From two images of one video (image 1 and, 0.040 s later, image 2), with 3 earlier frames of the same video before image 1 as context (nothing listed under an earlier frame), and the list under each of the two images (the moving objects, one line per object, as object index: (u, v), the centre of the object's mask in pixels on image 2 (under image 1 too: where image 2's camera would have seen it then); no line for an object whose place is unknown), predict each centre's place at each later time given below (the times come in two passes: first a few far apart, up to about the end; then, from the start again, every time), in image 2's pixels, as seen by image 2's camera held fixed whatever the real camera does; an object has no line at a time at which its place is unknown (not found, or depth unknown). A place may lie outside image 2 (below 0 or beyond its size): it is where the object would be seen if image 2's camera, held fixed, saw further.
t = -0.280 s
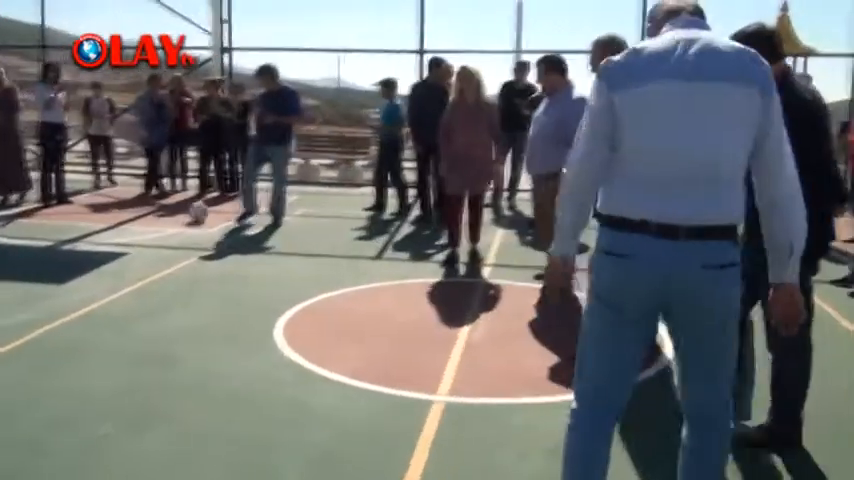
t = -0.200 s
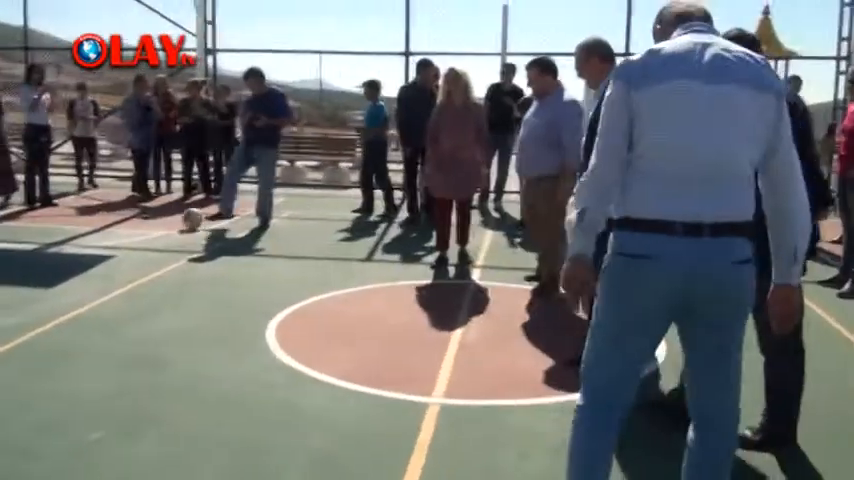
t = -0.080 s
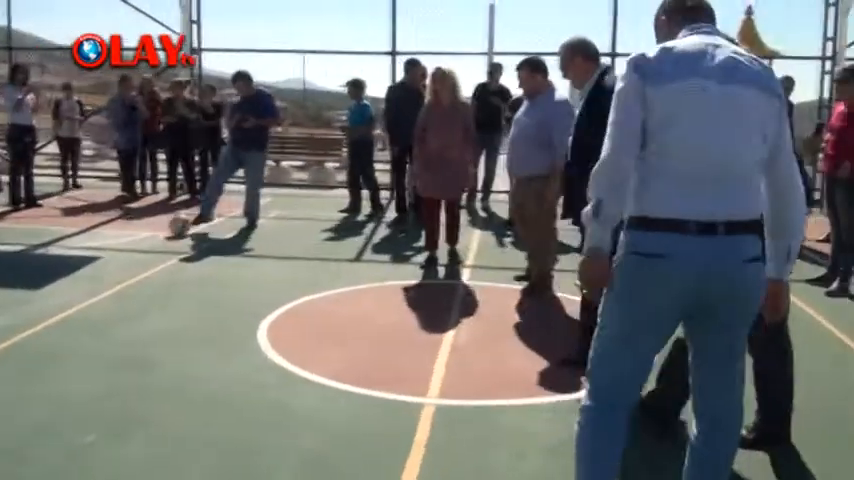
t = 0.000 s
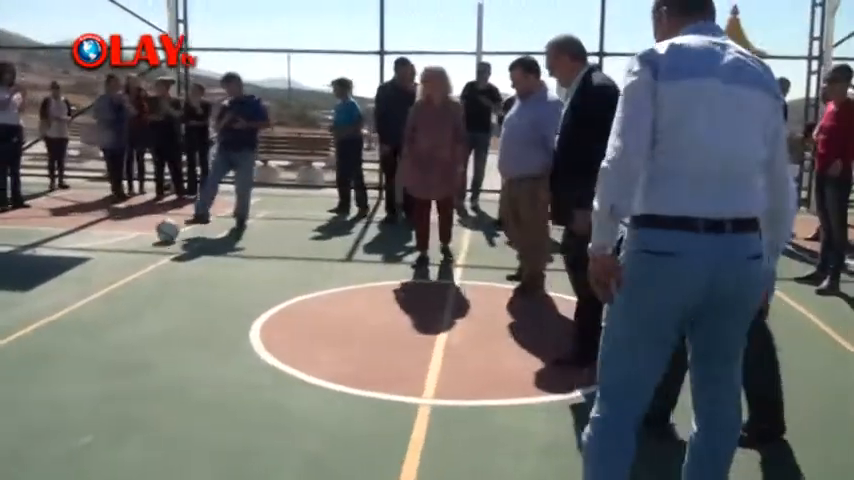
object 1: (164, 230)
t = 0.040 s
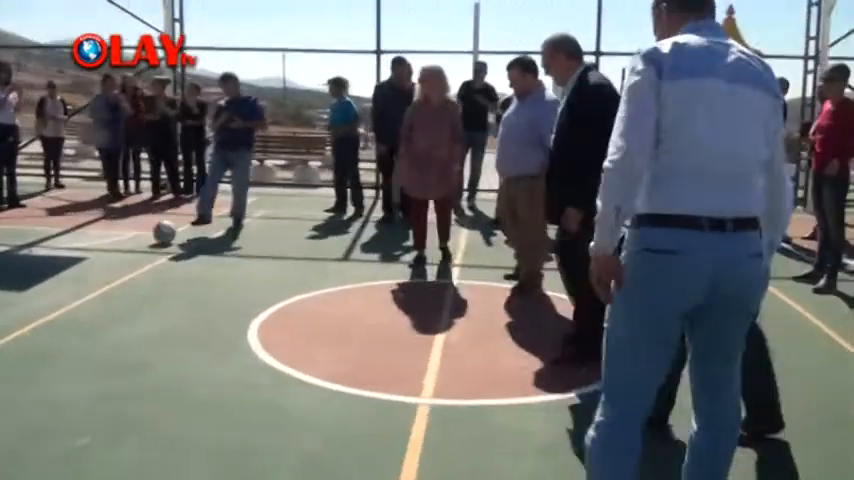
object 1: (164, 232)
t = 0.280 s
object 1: (164, 246)
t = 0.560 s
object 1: (164, 267)
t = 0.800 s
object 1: (165, 292)
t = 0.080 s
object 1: (164, 234)
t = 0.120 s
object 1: (164, 236)
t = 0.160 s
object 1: (164, 238)
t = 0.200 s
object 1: (163, 242)
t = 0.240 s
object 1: (164, 244)
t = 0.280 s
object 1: (164, 246)
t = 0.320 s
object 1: (163, 249)
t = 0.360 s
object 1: (163, 251)
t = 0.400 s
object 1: (163, 254)
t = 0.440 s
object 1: (163, 257)
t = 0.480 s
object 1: (163, 260)
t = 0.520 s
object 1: (163, 262)
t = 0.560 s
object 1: (164, 267)
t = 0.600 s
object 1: (164, 270)
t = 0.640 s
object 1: (164, 274)
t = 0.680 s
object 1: (164, 277)
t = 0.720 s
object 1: (164, 280)
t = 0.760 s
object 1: (165, 286)
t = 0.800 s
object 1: (165, 292)
